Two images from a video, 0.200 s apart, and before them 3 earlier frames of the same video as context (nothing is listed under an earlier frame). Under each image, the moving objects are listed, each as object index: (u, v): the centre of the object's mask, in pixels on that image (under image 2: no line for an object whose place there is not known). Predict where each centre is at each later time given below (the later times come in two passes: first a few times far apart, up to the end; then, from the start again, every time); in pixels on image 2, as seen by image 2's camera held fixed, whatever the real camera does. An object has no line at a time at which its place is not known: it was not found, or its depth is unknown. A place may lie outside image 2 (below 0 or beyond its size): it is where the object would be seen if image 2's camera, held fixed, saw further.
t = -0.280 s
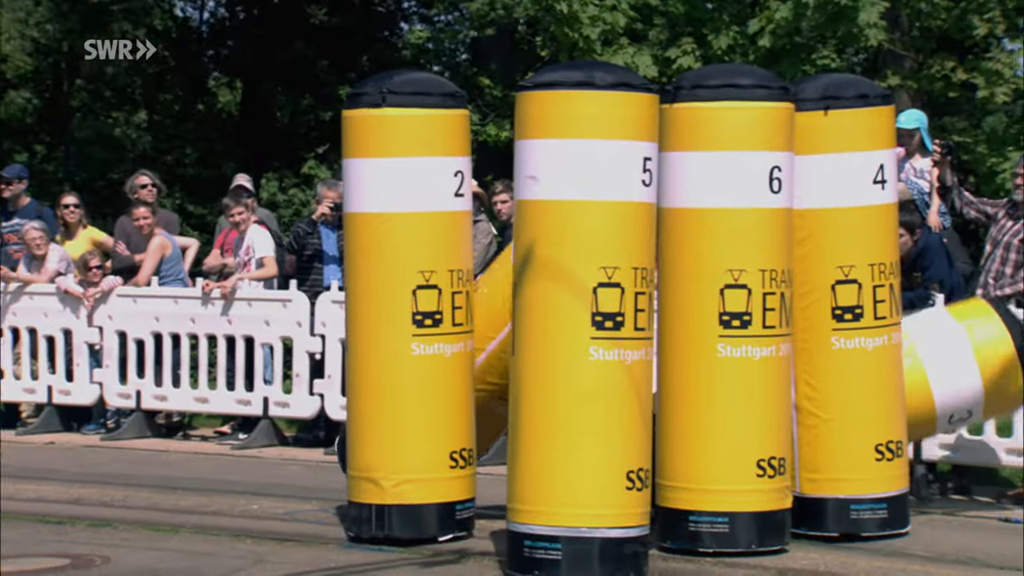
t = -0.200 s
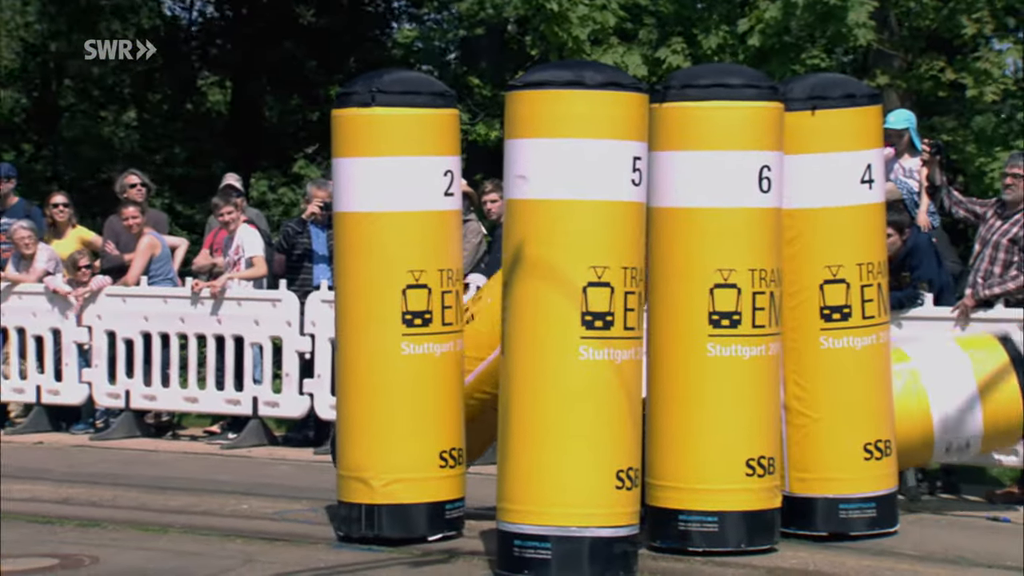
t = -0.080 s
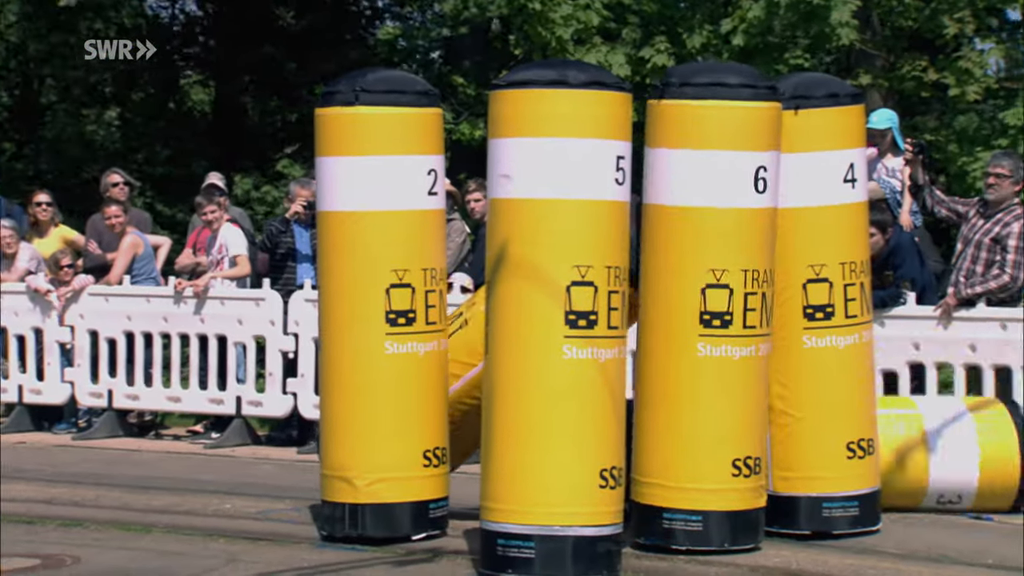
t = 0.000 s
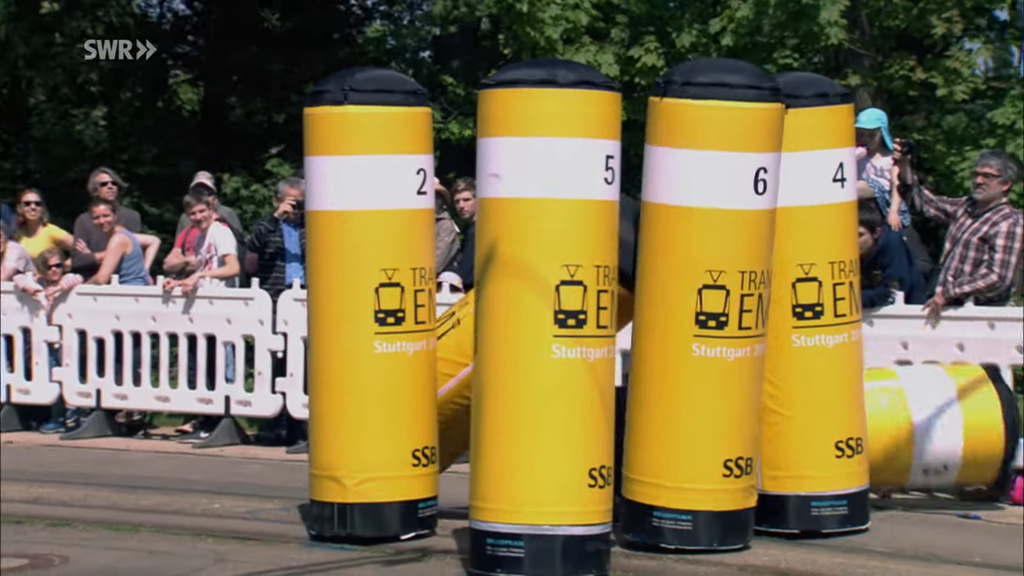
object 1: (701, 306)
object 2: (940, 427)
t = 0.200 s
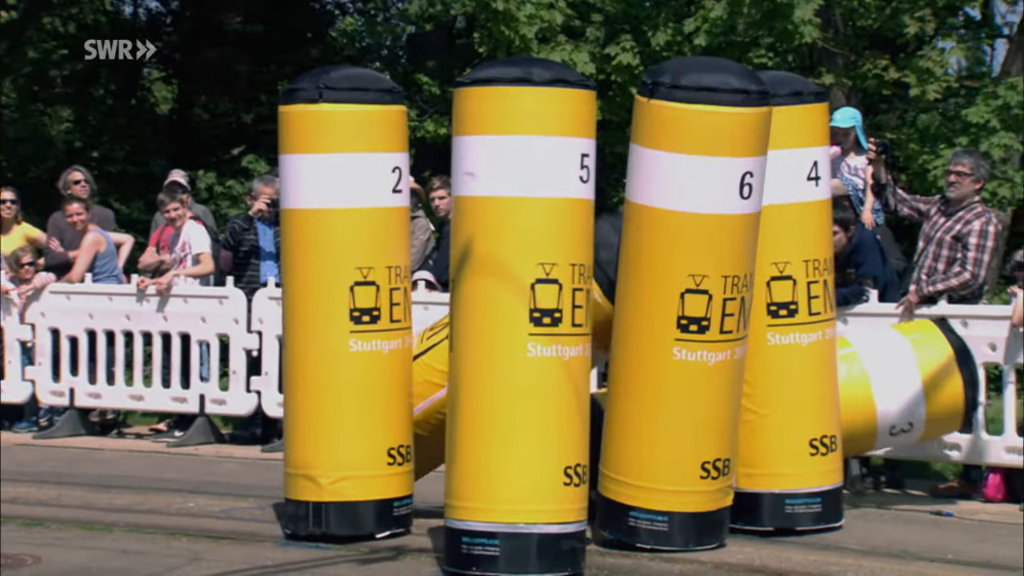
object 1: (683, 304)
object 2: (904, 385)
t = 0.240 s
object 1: (682, 304)
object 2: (903, 386)
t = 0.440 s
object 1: (678, 306)
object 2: (907, 418)
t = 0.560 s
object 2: (912, 446)
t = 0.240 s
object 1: (682, 304)
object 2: (903, 386)
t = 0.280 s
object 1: (681, 305)
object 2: (902, 388)
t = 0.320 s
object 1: (680, 305)
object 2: (903, 392)
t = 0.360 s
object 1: (679, 306)
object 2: (903, 398)
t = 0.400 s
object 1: (679, 306)
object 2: (905, 407)
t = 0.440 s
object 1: (678, 306)
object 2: (907, 418)
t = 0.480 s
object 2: (908, 431)
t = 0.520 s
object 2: (911, 444)
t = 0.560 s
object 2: (912, 446)
